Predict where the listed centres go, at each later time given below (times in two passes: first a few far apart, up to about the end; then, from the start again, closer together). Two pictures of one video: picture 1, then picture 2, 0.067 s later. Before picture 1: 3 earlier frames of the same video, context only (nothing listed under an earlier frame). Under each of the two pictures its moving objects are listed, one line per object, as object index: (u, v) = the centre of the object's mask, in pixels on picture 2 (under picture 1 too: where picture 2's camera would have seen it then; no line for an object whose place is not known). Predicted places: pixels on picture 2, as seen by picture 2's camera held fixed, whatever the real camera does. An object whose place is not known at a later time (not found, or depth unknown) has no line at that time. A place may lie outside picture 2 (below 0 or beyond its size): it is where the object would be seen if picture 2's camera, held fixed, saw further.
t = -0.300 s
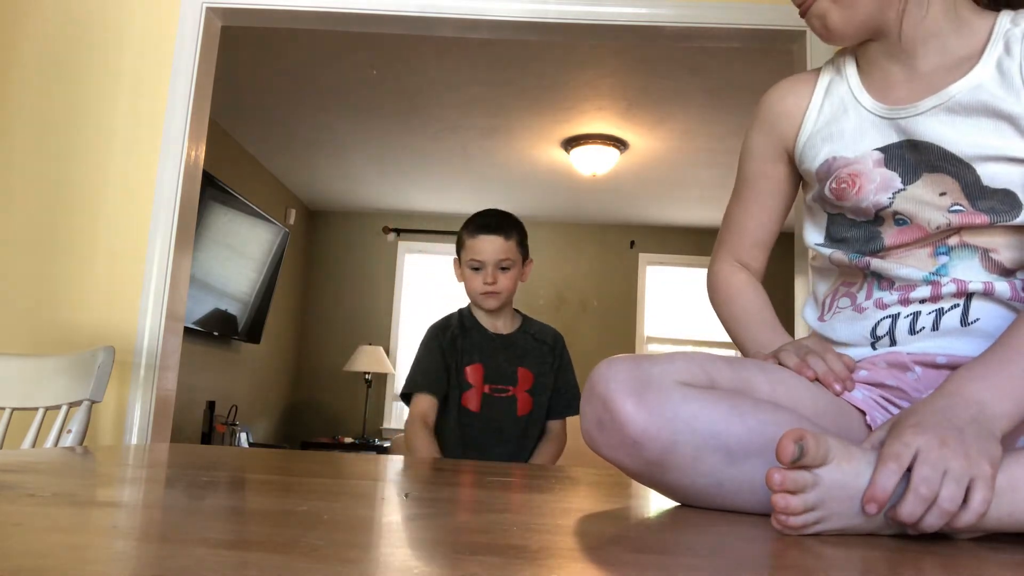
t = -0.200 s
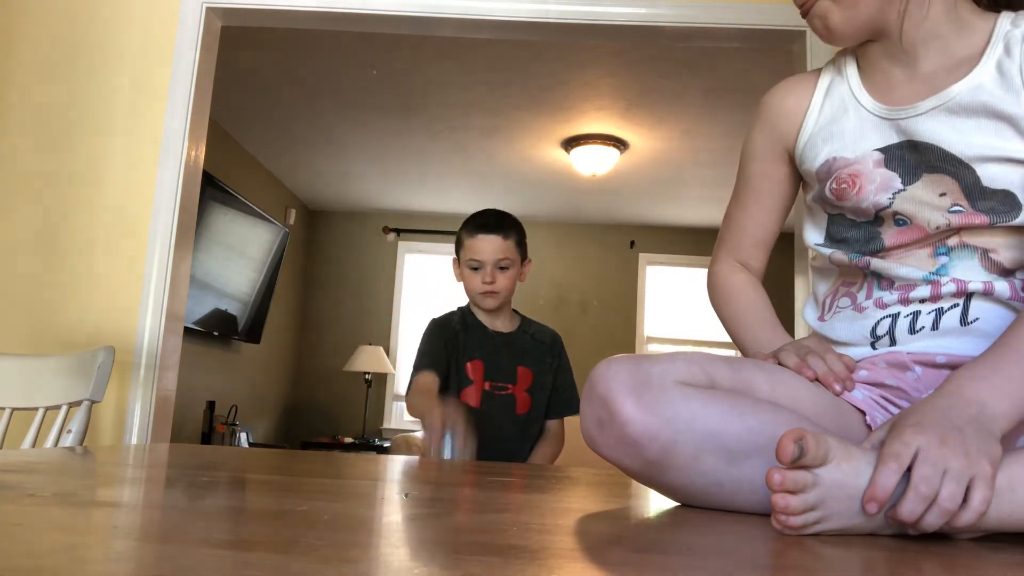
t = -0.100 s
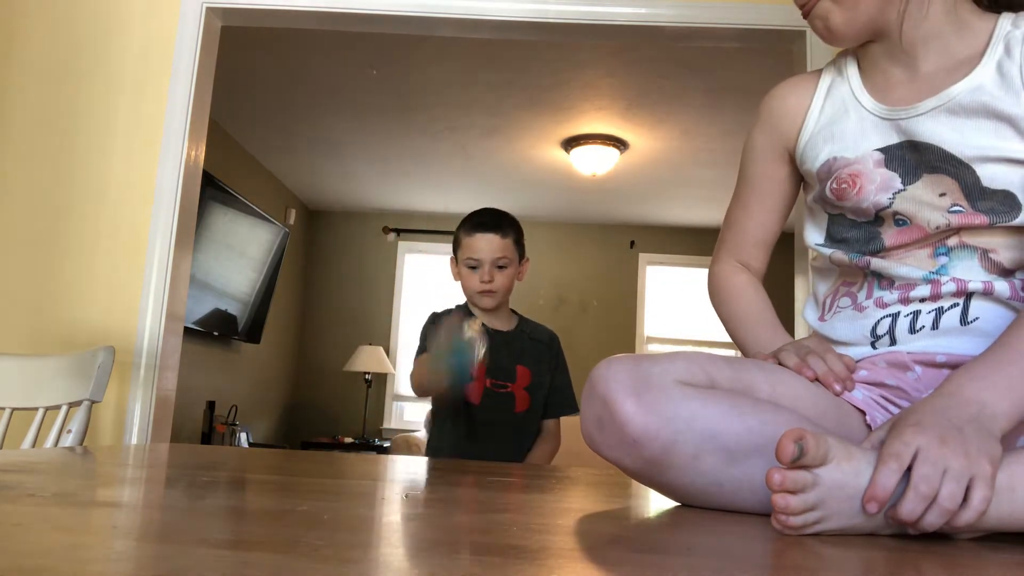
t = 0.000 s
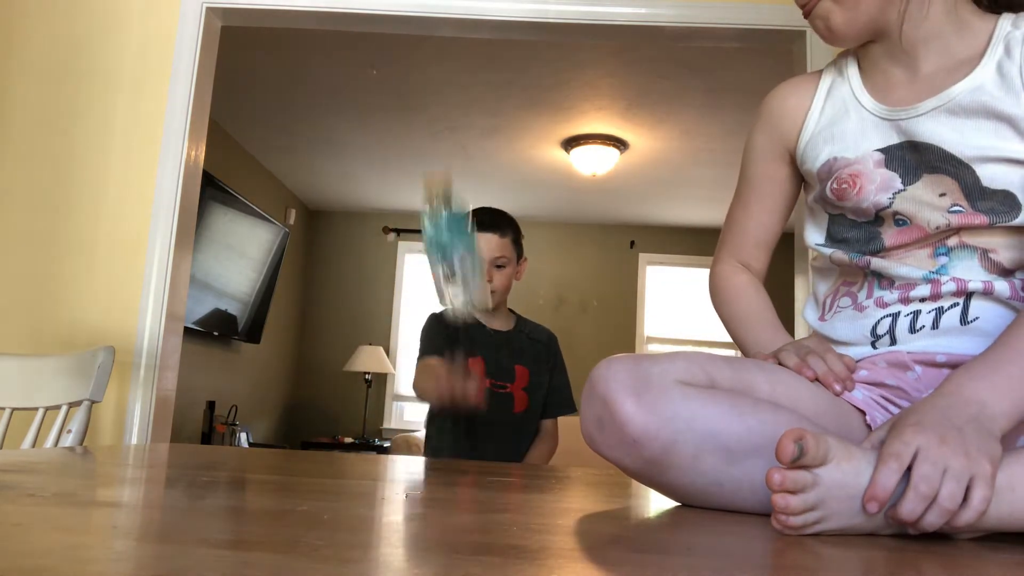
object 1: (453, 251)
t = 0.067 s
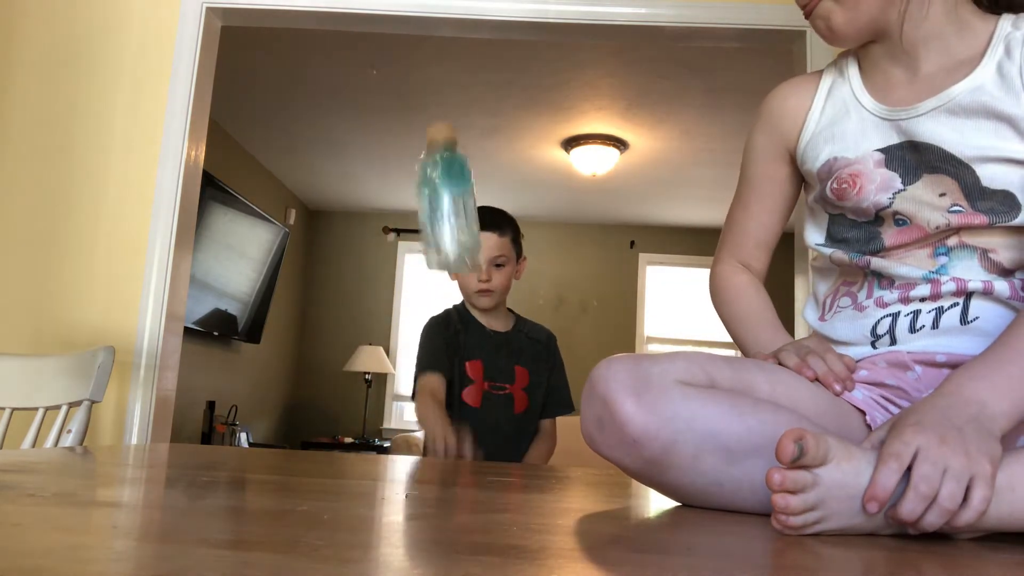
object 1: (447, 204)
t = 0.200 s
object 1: (421, 225)
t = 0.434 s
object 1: (353, 413)
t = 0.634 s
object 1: (325, 465)
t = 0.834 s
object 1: (333, 474)
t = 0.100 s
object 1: (443, 198)
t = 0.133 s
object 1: (438, 197)
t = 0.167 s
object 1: (430, 207)
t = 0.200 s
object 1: (421, 225)
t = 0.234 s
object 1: (405, 260)
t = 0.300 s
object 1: (374, 377)
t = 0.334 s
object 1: (365, 432)
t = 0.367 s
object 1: (366, 412)
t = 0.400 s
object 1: (361, 403)
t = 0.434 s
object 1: (353, 413)
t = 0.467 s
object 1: (345, 435)
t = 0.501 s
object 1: (340, 453)
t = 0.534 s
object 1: (338, 458)
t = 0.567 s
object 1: (336, 461)
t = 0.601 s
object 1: (332, 463)
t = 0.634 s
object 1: (325, 465)
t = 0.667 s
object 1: (320, 467)
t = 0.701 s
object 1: (317, 469)
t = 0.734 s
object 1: (317, 470)
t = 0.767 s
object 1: (319, 472)
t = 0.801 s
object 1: (326, 473)
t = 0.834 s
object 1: (333, 474)
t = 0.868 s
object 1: (339, 475)
